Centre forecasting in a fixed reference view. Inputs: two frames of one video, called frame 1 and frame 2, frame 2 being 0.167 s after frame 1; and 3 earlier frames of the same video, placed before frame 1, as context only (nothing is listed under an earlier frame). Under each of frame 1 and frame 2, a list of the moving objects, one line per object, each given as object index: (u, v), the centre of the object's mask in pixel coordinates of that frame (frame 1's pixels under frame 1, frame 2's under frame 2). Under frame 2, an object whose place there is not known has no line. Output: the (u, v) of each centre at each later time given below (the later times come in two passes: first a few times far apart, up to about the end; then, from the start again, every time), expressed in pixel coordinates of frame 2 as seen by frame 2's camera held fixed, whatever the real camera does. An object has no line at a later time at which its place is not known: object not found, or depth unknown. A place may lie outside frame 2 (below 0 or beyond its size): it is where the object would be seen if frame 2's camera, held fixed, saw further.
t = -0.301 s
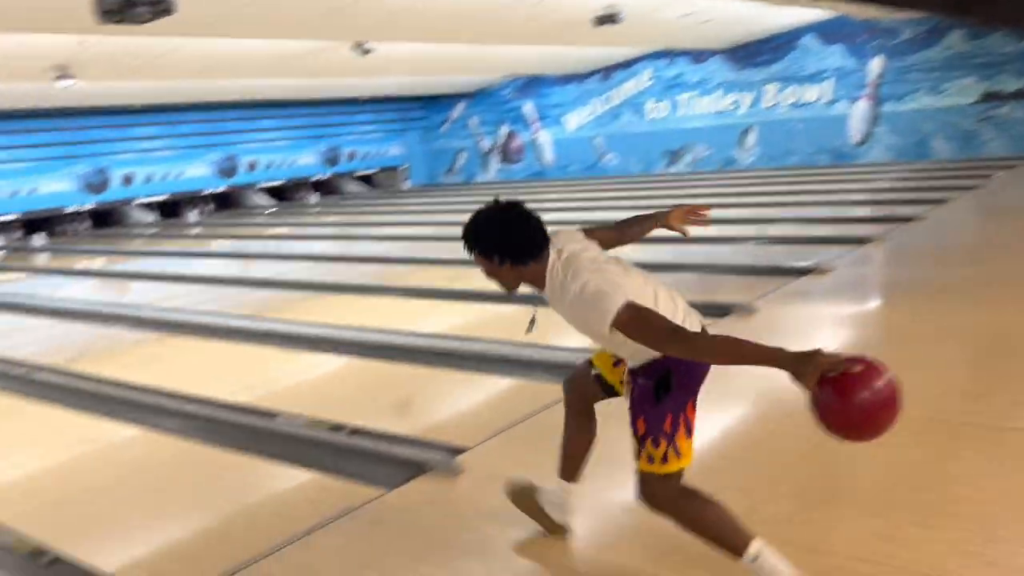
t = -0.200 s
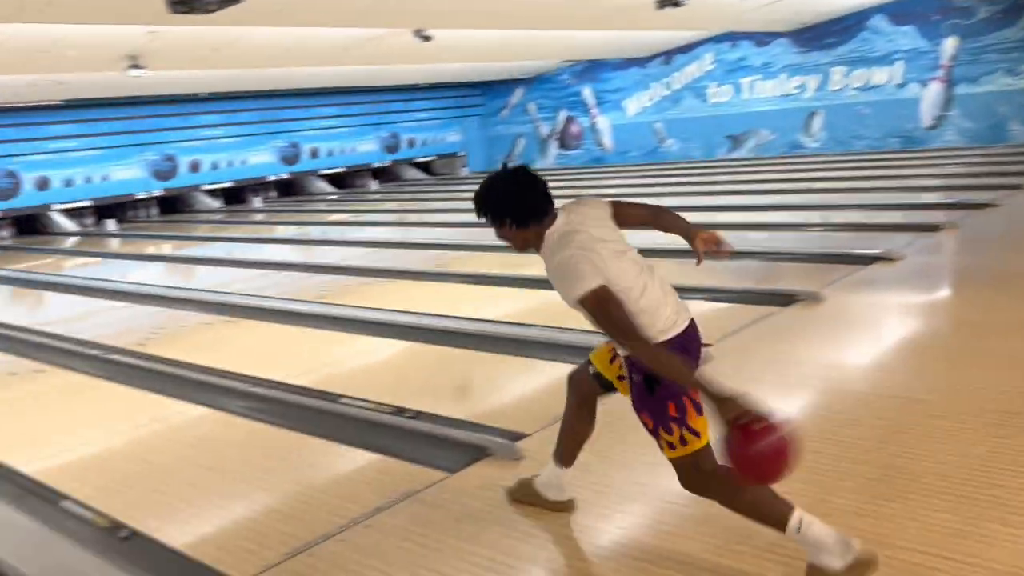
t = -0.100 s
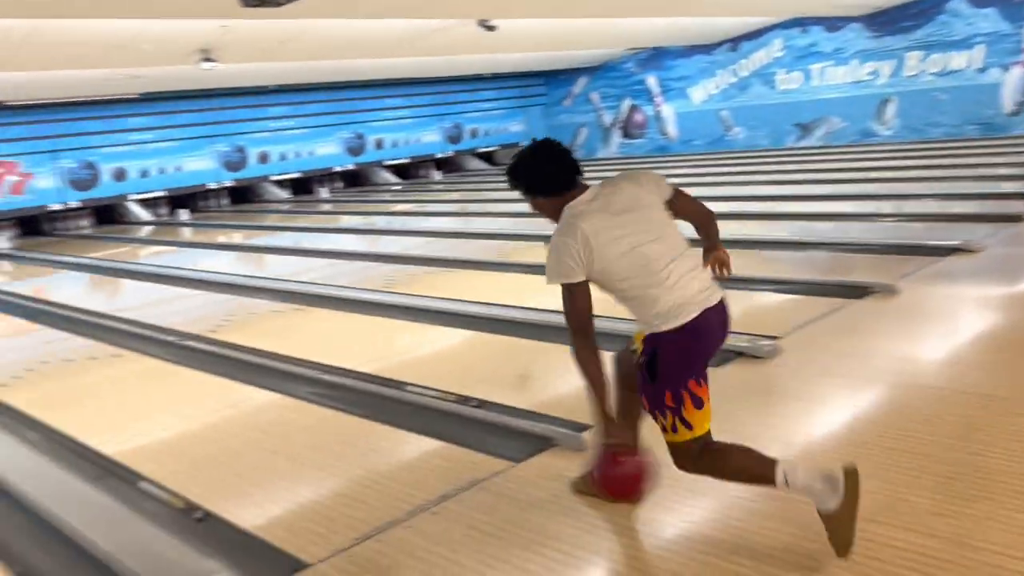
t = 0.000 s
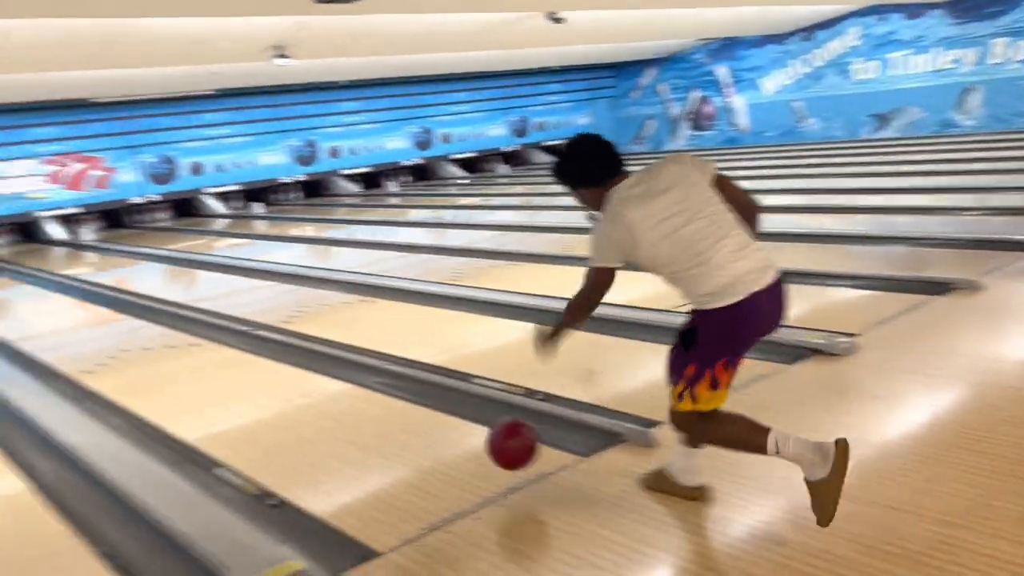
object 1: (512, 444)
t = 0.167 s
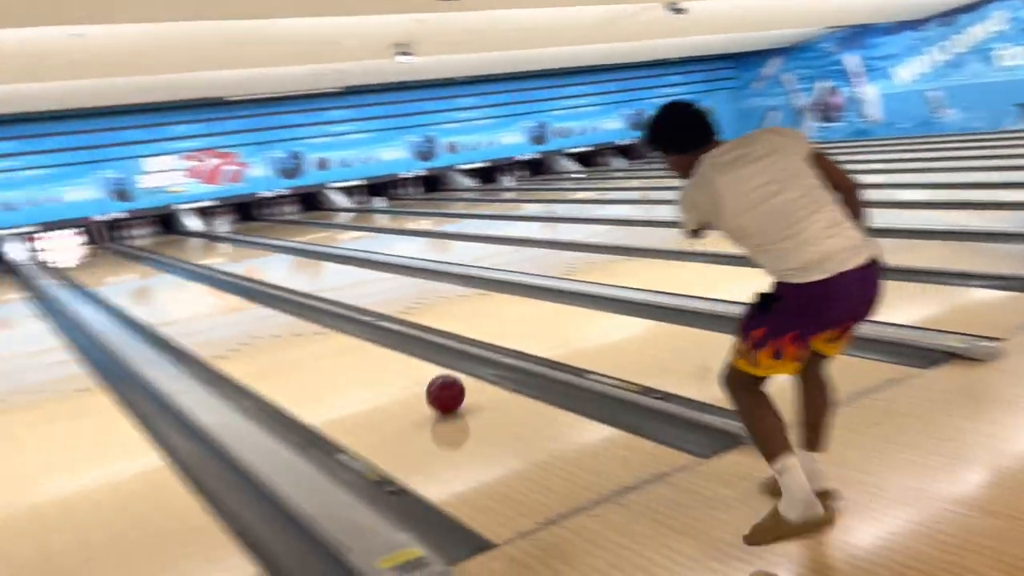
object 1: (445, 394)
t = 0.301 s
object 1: (354, 360)
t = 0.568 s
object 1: (243, 319)
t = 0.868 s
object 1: (171, 291)
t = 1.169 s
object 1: (124, 274)
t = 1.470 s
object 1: (93, 263)
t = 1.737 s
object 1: (72, 255)
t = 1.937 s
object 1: (60, 250)
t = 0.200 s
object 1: (419, 384)
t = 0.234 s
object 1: (396, 376)
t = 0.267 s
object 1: (374, 367)
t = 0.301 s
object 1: (354, 360)
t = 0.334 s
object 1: (336, 353)
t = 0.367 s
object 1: (320, 347)
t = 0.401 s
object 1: (304, 342)
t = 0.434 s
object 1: (290, 337)
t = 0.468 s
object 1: (277, 332)
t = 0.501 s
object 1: (265, 327)
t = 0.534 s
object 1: (254, 323)
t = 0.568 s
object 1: (243, 319)
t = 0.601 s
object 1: (233, 315)
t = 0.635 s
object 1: (224, 312)
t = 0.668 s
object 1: (215, 308)
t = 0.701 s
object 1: (206, 305)
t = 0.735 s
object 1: (198, 302)
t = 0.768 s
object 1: (191, 299)
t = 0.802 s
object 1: (184, 297)
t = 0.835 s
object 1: (177, 294)
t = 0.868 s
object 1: (171, 291)
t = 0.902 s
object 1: (164, 289)
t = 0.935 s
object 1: (159, 287)
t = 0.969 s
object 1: (153, 285)
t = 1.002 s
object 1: (148, 283)
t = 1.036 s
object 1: (143, 281)
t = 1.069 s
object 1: (138, 279)
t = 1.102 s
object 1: (132, 277)
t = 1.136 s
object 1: (128, 276)
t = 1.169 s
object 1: (124, 274)
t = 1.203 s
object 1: (121, 273)
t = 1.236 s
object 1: (116, 272)
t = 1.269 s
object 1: (113, 270)
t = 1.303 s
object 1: (109, 269)
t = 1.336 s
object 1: (105, 267)
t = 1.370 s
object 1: (102, 266)
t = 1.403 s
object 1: (98, 264)
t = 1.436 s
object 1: (96, 264)
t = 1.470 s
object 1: (93, 263)
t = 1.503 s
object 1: (90, 262)
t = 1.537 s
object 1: (87, 261)
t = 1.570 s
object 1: (84, 259)
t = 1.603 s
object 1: (81, 258)
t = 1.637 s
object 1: (79, 257)
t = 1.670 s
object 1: (77, 257)
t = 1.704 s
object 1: (74, 256)
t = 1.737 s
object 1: (72, 255)
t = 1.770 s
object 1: (70, 254)
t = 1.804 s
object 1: (67, 254)
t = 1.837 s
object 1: (66, 253)
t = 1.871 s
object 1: (64, 252)
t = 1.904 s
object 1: (62, 251)
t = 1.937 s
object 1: (60, 250)
